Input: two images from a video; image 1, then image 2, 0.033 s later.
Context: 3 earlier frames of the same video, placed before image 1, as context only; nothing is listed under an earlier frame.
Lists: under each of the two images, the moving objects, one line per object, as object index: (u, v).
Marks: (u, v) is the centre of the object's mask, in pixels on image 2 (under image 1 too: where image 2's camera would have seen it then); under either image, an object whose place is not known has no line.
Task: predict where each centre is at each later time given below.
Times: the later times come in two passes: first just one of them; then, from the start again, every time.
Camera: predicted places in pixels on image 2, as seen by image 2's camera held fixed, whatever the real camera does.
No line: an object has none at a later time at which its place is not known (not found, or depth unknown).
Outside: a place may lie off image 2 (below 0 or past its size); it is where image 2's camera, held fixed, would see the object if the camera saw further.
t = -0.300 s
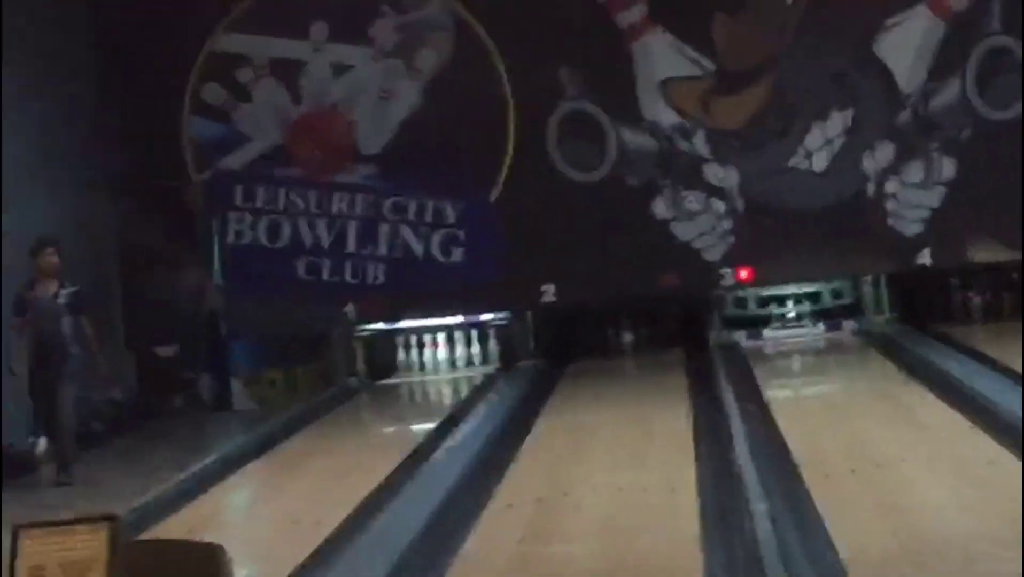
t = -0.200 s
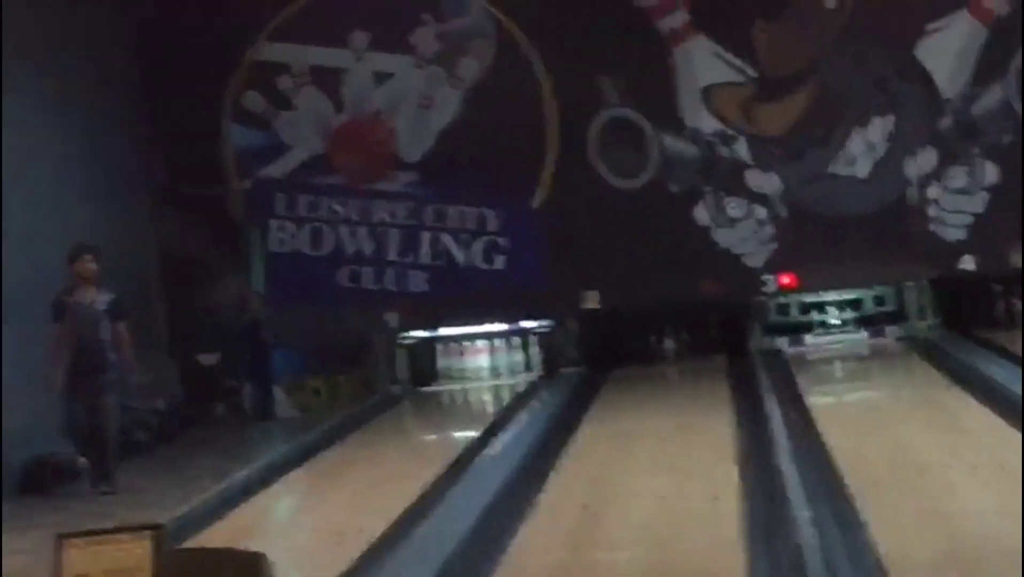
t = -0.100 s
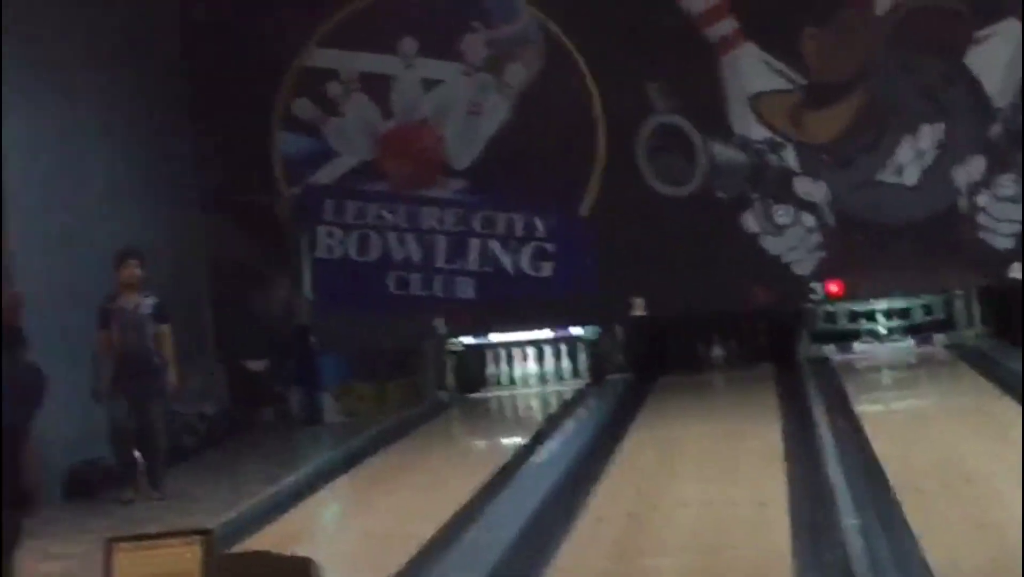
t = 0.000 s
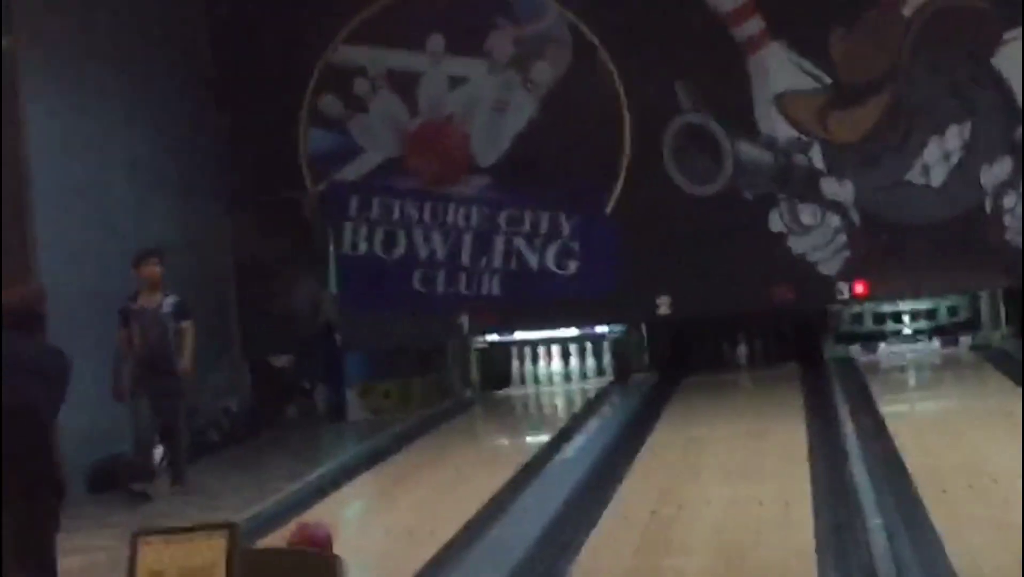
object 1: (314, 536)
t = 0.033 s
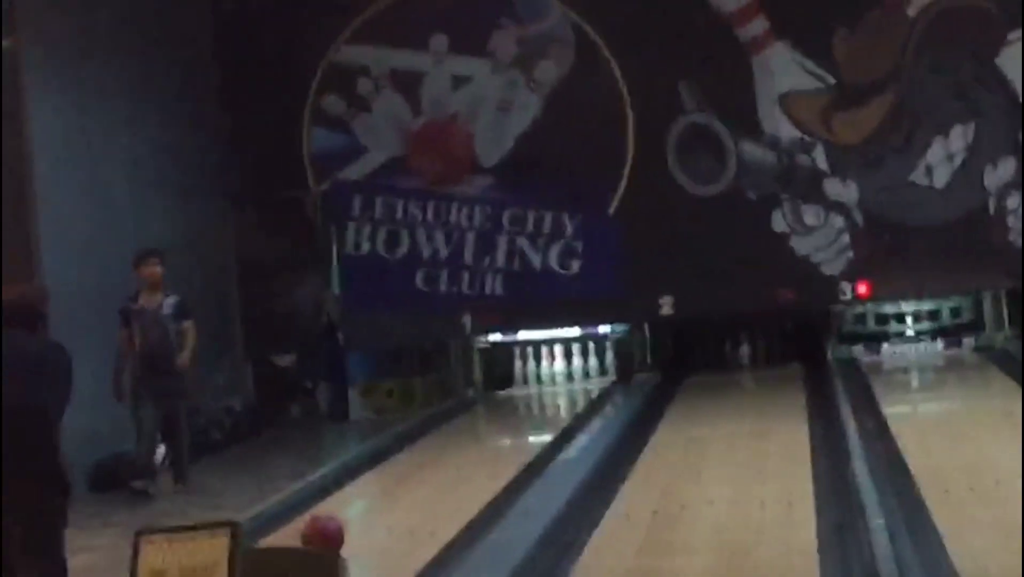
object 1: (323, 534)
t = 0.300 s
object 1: (393, 485)
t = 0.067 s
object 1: (333, 530)
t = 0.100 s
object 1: (342, 524)
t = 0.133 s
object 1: (351, 519)
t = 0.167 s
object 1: (360, 513)
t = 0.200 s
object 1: (369, 507)
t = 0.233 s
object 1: (378, 501)
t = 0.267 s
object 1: (385, 494)
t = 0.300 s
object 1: (393, 485)
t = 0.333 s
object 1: (401, 476)
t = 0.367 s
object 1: (408, 469)
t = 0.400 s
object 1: (415, 464)
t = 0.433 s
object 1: (421, 463)
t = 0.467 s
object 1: (427, 464)
